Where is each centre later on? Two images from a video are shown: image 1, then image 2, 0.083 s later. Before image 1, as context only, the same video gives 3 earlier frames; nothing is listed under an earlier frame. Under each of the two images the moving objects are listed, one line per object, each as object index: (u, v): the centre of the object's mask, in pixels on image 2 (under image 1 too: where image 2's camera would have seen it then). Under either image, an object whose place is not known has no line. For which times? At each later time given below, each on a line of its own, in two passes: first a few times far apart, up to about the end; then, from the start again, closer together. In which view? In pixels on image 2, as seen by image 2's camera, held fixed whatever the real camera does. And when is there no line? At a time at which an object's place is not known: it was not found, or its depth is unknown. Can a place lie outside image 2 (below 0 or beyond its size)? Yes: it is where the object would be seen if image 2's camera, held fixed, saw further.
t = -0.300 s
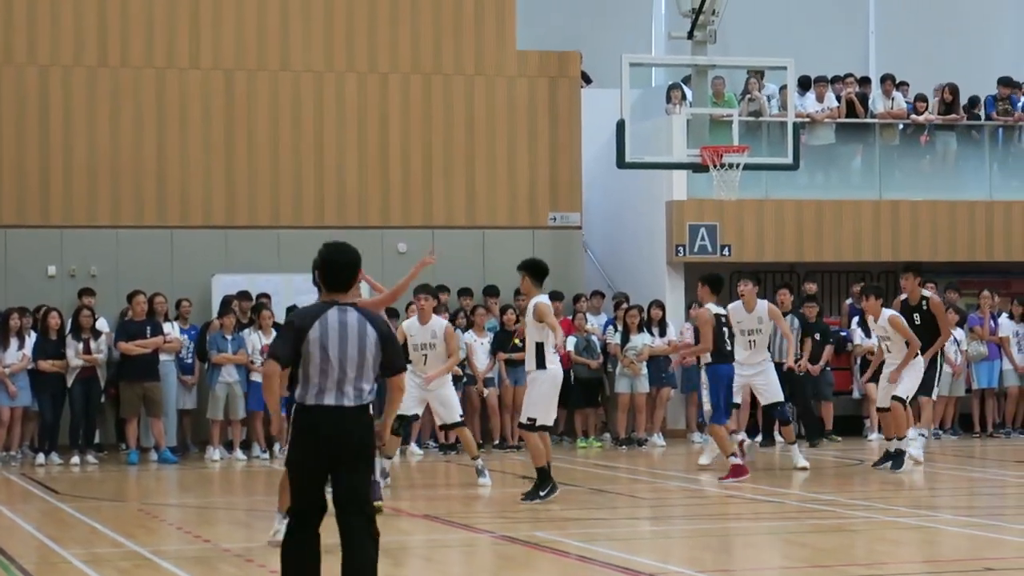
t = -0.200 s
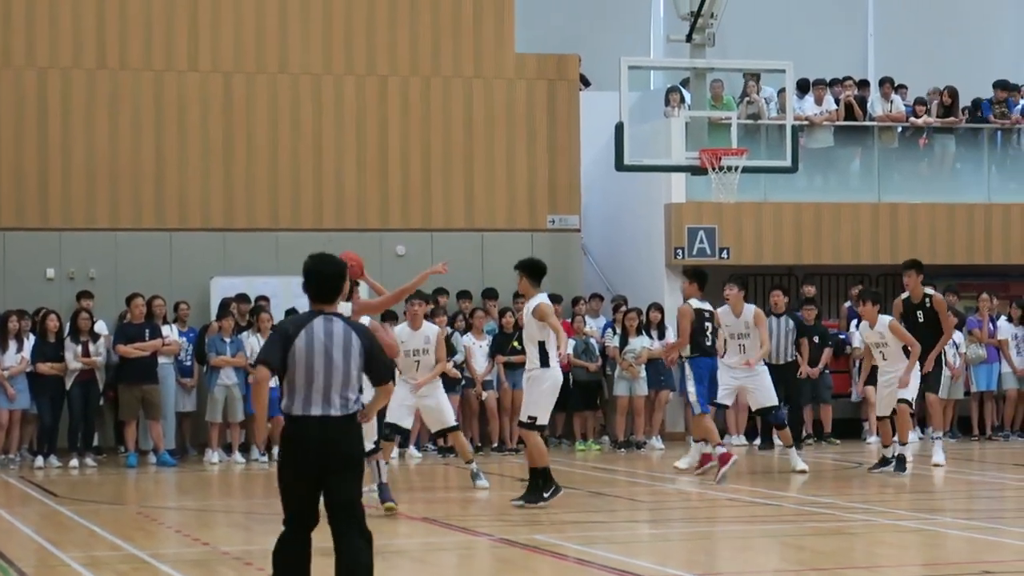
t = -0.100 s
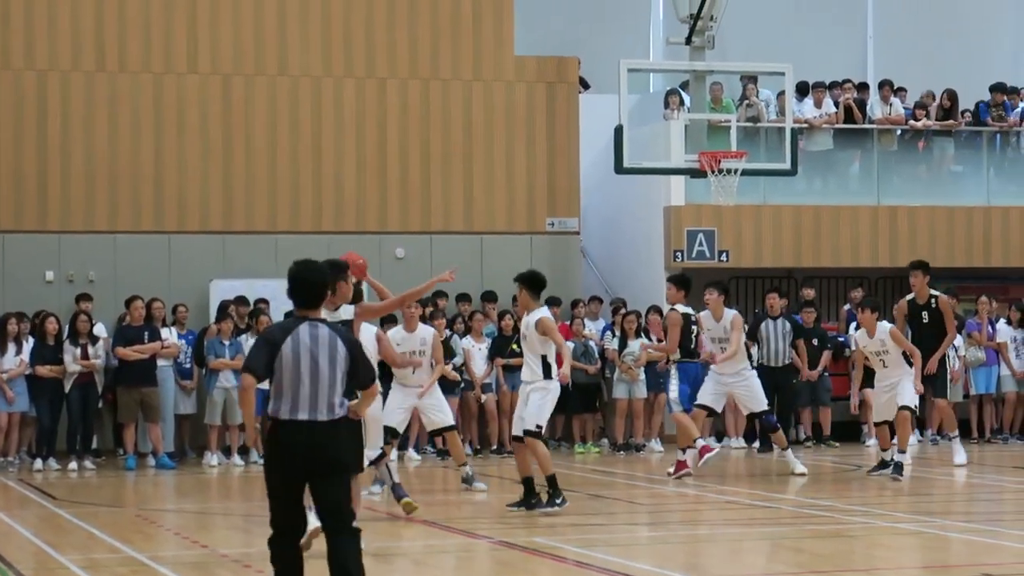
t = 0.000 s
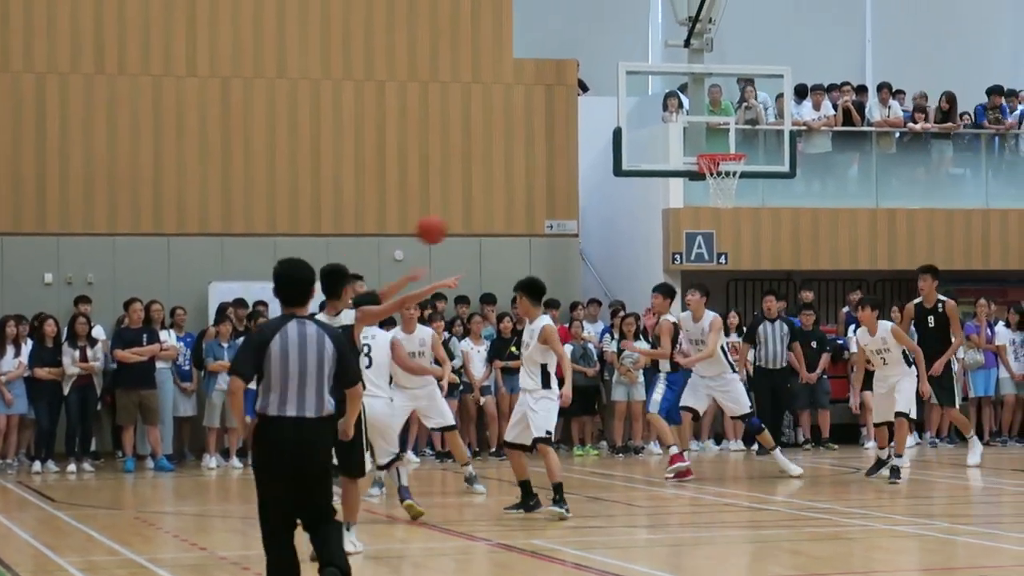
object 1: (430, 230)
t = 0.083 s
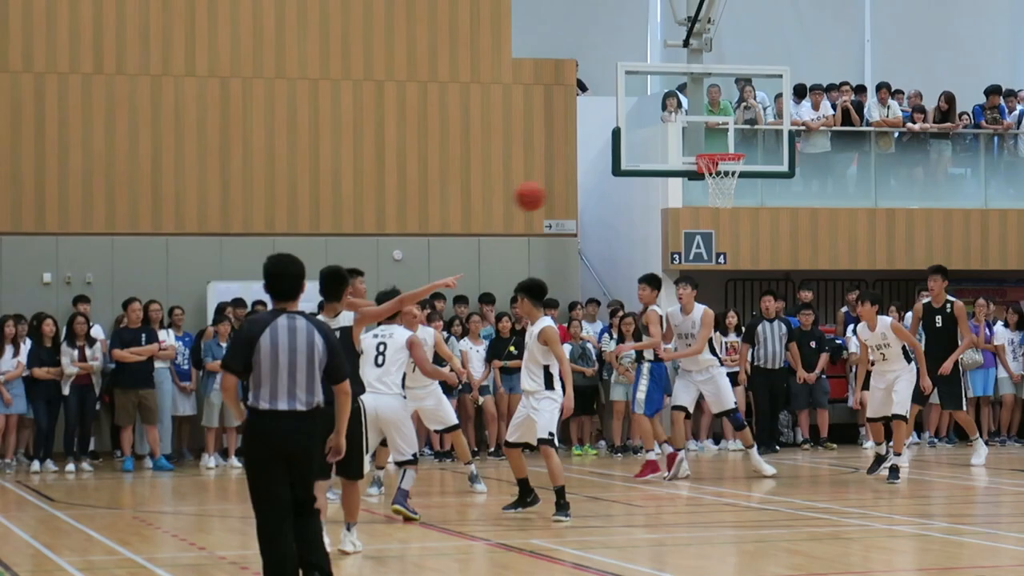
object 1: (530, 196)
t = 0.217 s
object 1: (692, 158)
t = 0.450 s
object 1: (986, 142)
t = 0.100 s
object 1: (549, 190)
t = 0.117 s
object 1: (569, 185)
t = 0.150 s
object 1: (610, 175)
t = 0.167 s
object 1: (630, 170)
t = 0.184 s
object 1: (651, 166)
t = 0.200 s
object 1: (671, 162)
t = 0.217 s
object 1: (692, 158)
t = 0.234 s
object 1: (712, 155)
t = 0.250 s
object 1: (733, 151)
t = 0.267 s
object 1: (754, 149)
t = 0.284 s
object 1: (773, 147)
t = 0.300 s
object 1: (794, 146)
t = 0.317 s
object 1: (815, 144)
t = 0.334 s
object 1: (837, 143)
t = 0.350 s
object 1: (857, 142)
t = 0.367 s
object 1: (878, 142)
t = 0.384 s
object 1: (899, 142)
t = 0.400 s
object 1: (920, 141)
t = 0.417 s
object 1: (942, 141)
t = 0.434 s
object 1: (963, 141)
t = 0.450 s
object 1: (986, 142)
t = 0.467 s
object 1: (1007, 144)
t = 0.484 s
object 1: (1030, 145)
